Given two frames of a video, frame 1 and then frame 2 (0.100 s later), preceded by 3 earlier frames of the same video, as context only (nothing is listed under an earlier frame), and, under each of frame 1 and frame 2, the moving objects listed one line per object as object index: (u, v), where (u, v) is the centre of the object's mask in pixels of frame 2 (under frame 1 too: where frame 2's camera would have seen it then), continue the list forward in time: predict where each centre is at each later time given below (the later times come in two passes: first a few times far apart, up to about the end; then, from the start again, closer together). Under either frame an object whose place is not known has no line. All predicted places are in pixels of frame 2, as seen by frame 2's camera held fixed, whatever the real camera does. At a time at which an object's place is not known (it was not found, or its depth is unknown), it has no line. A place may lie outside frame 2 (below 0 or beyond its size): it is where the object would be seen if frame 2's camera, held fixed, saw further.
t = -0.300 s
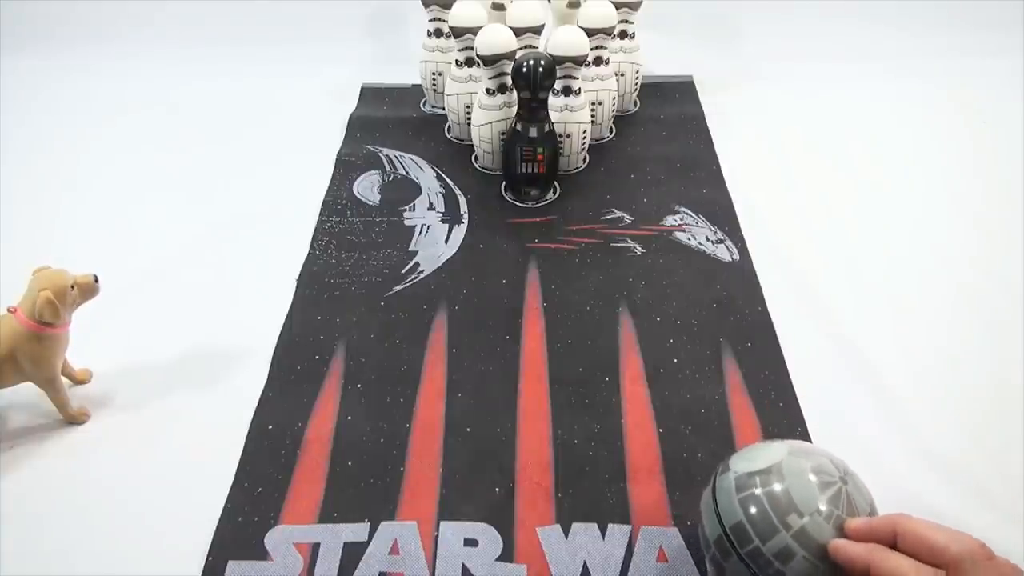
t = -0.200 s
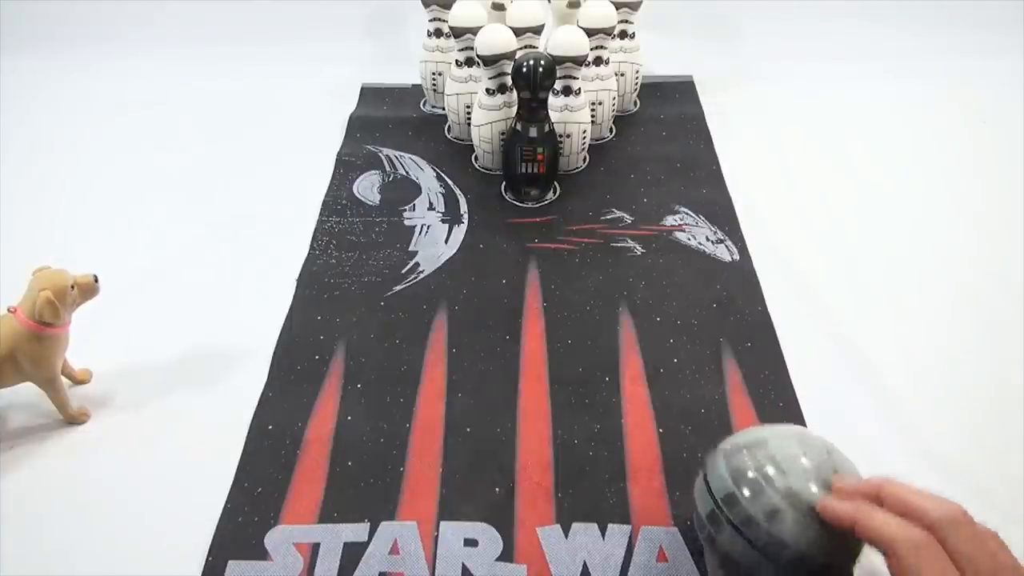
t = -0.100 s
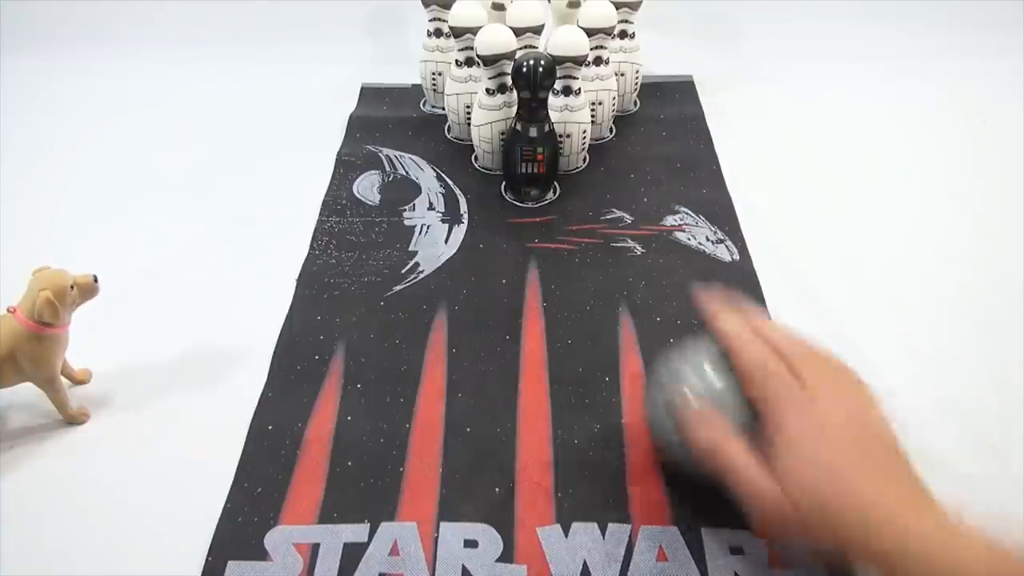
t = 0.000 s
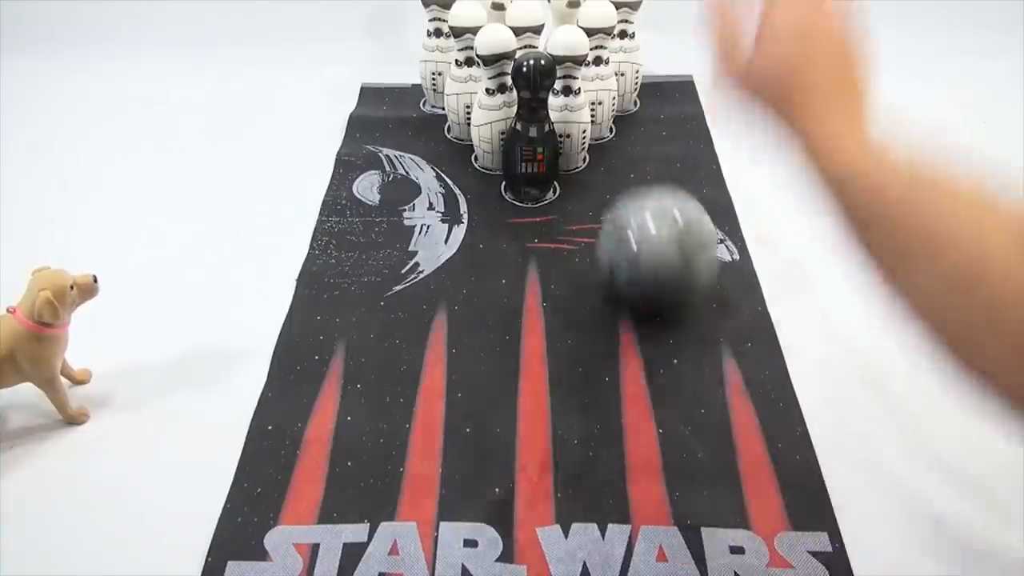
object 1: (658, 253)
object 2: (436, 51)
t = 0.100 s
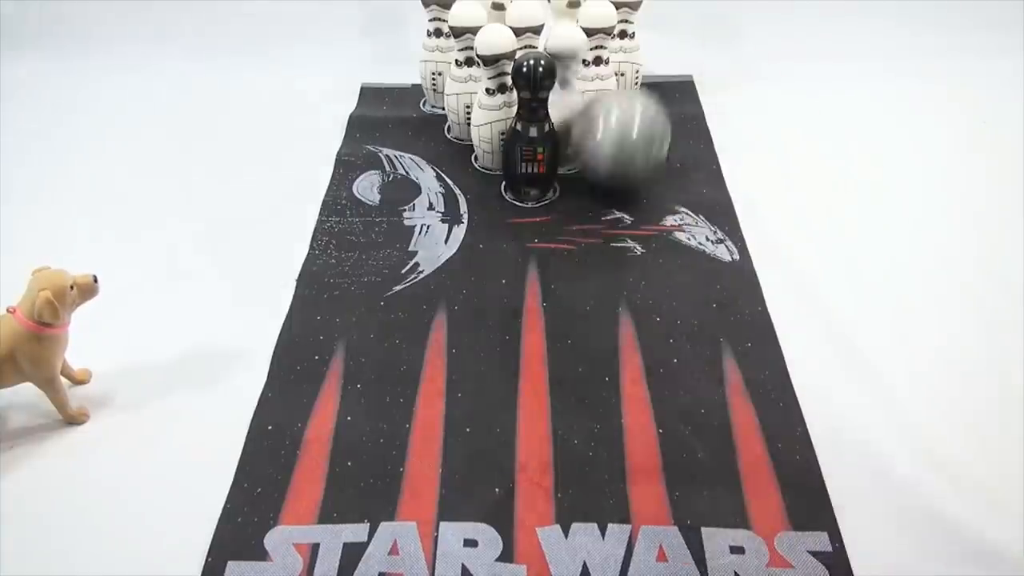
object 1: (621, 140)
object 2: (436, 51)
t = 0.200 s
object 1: (648, 87)
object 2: (434, 52)
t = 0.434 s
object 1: (733, 49)
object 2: (422, 50)
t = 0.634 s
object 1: (832, 60)
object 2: (378, 93)
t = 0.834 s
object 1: (938, 86)
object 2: (353, 102)
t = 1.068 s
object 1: (1018, 127)
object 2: (353, 101)
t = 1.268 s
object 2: (353, 100)
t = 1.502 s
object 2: (353, 100)
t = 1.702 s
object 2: (352, 100)
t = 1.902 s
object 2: (352, 100)
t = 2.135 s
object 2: (352, 100)
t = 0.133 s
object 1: (622, 115)
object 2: (436, 51)
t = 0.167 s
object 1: (634, 94)
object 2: (435, 51)
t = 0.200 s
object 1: (648, 87)
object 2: (434, 52)
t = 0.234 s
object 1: (657, 90)
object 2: (433, 51)
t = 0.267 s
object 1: (670, 83)
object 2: (432, 50)
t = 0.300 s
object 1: (685, 69)
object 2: (433, 50)
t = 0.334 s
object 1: (697, 65)
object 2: (432, 49)
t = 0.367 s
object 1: (709, 64)
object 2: (430, 49)
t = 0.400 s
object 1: (723, 53)
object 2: (427, 50)
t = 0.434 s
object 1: (733, 49)
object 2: (422, 50)
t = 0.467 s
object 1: (750, 43)
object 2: (417, 50)
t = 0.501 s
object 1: (765, 40)
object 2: (410, 50)
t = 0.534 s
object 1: (781, 43)
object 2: (402, 54)
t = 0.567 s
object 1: (797, 51)
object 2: (393, 60)
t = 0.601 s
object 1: (815, 55)
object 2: (387, 75)
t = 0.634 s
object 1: (832, 60)
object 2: (378, 93)
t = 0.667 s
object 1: (850, 64)
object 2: (364, 96)
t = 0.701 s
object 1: (868, 68)
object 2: (358, 98)
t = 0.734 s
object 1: (885, 72)
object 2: (357, 100)
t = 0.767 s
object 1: (904, 76)
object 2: (355, 102)
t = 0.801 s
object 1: (921, 81)
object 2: (354, 102)
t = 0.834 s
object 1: (938, 86)
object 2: (353, 102)
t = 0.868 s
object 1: (956, 90)
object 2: (353, 102)
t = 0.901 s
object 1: (974, 95)
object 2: (353, 102)
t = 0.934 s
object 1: (985, 101)
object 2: (353, 101)
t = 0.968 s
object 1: (994, 107)
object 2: (353, 101)
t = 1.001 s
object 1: (1003, 114)
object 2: (353, 101)
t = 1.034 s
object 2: (353, 101)
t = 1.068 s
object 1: (1018, 127)
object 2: (353, 101)
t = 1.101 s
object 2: (353, 101)
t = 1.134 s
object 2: (353, 100)
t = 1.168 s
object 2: (353, 100)
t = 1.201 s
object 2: (353, 100)
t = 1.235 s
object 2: (353, 100)
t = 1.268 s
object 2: (353, 100)
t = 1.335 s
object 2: (353, 100)
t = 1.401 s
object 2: (353, 100)
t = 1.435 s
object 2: (353, 100)
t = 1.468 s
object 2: (353, 100)
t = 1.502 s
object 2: (353, 100)
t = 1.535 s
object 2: (353, 100)
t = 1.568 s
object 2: (352, 100)
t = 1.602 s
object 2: (353, 100)
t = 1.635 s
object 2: (352, 100)
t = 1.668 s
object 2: (352, 100)
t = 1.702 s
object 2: (352, 100)
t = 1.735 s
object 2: (352, 100)
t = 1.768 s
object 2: (352, 100)
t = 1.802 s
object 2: (352, 100)
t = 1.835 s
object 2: (352, 100)
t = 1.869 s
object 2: (352, 100)
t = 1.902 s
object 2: (352, 100)
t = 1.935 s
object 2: (352, 100)
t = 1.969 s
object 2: (352, 100)
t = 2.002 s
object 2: (352, 100)
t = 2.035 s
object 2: (352, 100)
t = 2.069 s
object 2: (352, 100)
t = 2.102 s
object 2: (352, 100)
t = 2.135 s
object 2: (352, 100)
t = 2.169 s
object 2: (352, 100)
